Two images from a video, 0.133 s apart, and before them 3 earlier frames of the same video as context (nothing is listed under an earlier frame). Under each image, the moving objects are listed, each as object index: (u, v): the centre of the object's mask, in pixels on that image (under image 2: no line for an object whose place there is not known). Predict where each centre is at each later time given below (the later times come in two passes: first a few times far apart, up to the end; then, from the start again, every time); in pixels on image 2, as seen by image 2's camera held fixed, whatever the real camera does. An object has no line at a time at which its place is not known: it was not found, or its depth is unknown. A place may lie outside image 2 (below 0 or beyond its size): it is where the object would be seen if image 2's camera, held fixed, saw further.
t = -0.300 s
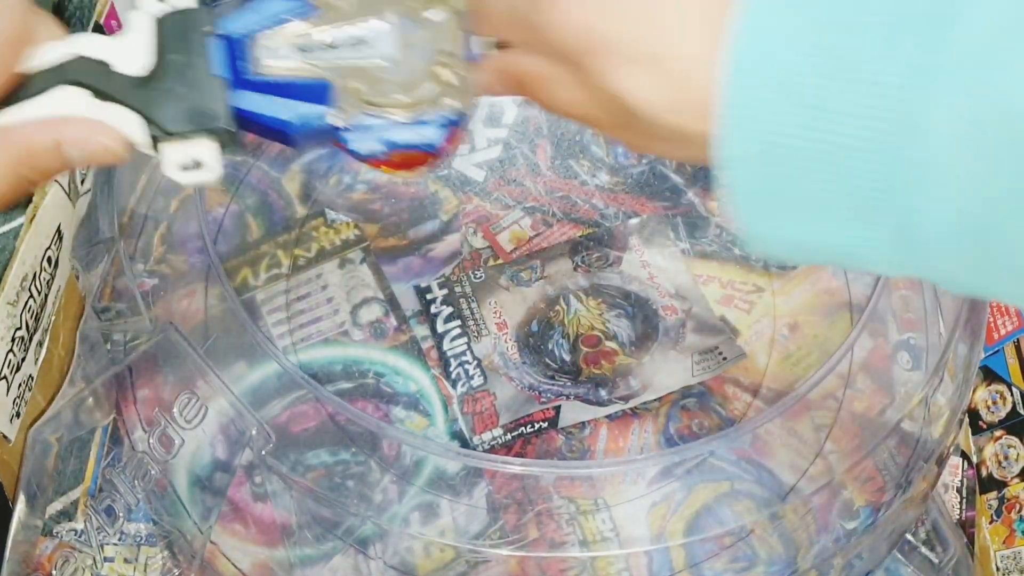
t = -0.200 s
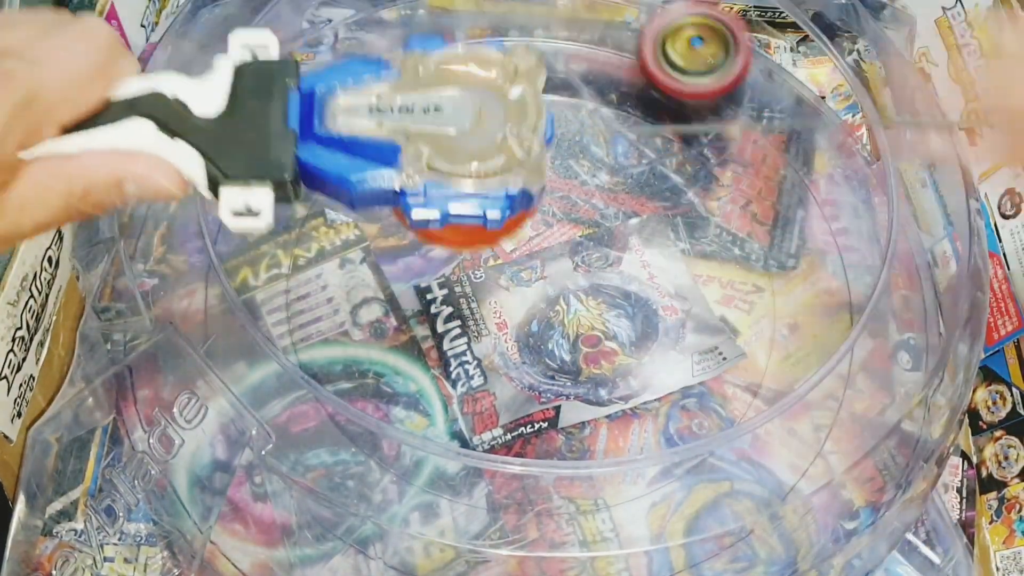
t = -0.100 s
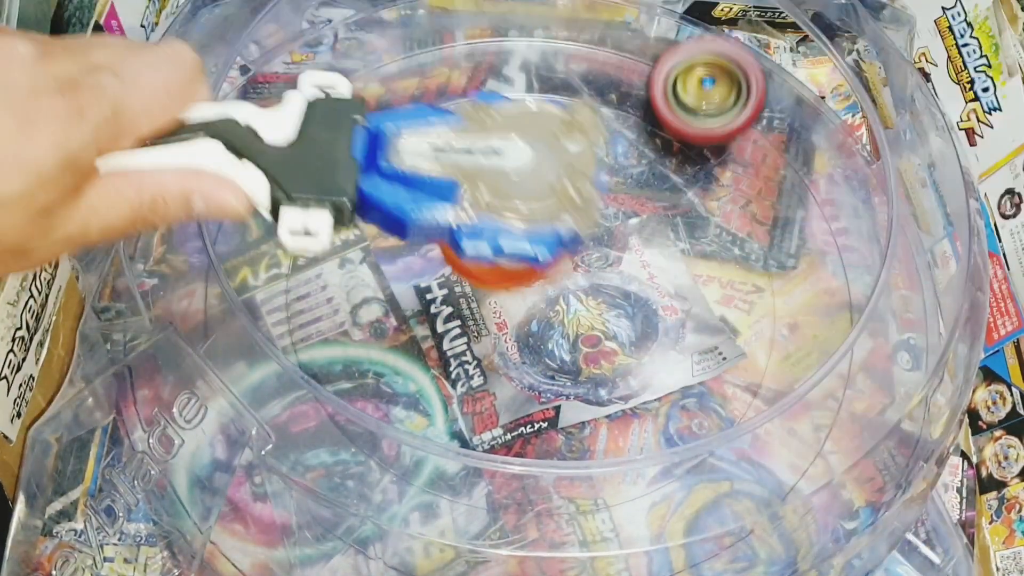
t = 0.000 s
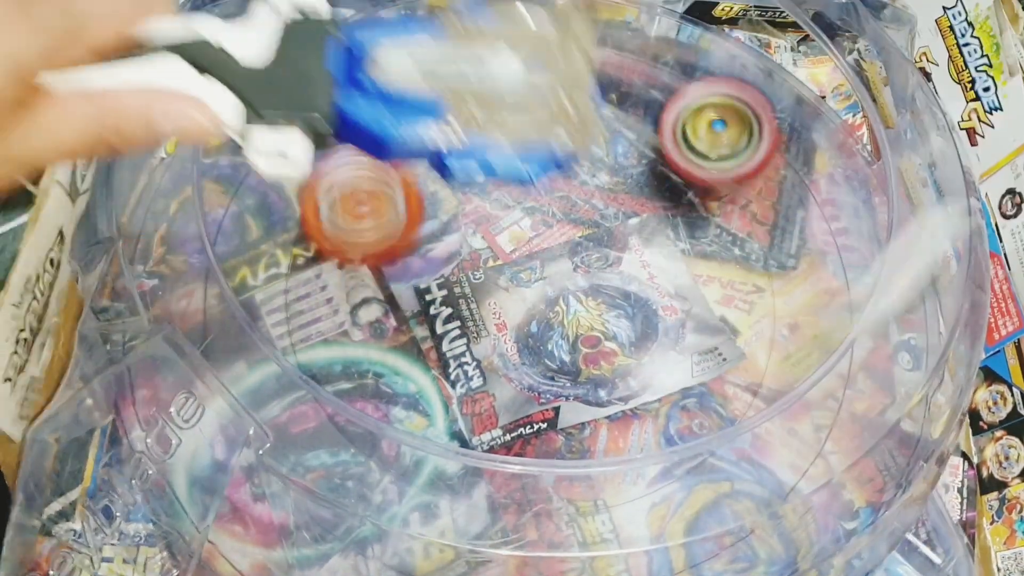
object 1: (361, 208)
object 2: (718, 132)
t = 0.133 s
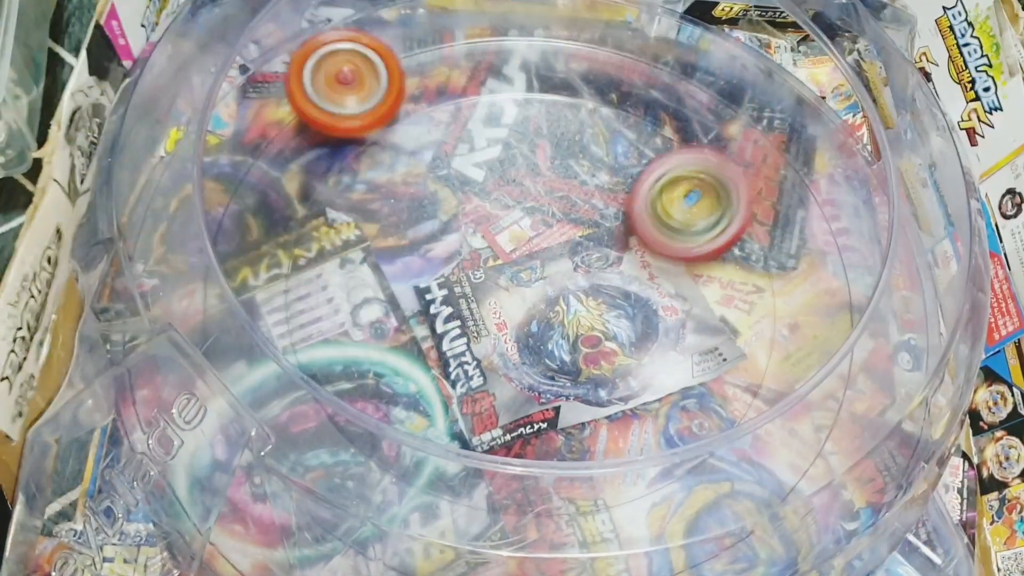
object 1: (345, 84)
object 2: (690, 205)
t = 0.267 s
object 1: (334, 35)
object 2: (582, 278)
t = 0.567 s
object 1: (333, 42)
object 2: (471, 362)
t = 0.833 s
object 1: (283, 87)
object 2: (696, 295)
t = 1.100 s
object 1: (219, 141)
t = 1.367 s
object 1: (183, 182)
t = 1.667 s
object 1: (186, 231)
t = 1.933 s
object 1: (174, 297)
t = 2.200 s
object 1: (191, 366)
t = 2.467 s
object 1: (244, 438)
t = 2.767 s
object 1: (319, 519)
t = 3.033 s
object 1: (404, 536)
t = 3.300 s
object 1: (490, 553)
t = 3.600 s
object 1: (577, 555)
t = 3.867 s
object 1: (652, 550)
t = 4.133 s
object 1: (712, 537)
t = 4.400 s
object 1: (775, 508)
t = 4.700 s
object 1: (851, 439)
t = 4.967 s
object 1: (892, 365)
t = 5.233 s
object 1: (897, 292)
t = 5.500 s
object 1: (884, 229)
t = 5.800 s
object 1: (839, 179)
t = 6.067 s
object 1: (802, 137)
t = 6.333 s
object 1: (740, 146)
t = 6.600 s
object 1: (664, 185)
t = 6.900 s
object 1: (658, 301)
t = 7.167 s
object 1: (549, 260)
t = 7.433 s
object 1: (611, 220)
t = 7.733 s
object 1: (712, 169)
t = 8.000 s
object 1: (767, 124)
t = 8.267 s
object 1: (724, 136)
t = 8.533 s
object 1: (663, 94)
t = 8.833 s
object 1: (576, 42)
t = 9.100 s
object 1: (501, 33)
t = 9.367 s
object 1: (422, 40)
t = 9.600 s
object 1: (352, 71)
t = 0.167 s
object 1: (342, 67)
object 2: (668, 225)
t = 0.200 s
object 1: (337, 45)
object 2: (642, 245)
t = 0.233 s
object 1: (335, 40)
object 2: (614, 260)
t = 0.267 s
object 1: (334, 35)
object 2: (582, 278)
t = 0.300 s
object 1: (338, 34)
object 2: (552, 291)
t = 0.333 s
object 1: (341, 34)
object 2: (522, 305)
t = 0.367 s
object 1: (343, 34)
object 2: (497, 314)
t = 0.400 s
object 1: (343, 34)
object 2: (477, 324)
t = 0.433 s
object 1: (343, 35)
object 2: (462, 334)
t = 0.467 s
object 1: (341, 36)
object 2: (454, 341)
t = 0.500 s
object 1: (340, 38)
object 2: (452, 350)
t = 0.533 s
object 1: (337, 40)
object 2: (458, 356)
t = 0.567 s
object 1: (333, 42)
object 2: (471, 362)
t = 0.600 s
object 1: (328, 46)
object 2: (490, 366)
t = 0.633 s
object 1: (322, 49)
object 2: (515, 368)
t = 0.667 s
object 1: (316, 54)
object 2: (544, 365)
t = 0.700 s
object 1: (310, 59)
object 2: (575, 357)
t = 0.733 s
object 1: (302, 66)
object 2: (605, 347)
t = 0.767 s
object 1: (295, 72)
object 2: (642, 335)
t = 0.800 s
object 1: (289, 79)
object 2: (672, 316)
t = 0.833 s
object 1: (283, 87)
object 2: (696, 295)
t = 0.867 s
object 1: (276, 94)
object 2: (715, 271)
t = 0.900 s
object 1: (270, 102)
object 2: (727, 248)
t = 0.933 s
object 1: (264, 109)
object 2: (733, 224)
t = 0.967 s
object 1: (250, 114)
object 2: (732, 205)
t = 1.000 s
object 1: (242, 121)
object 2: (726, 185)
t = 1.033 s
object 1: (235, 128)
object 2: (713, 170)
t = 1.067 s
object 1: (226, 135)
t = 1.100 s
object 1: (219, 141)
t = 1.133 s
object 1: (212, 148)
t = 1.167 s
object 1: (206, 153)
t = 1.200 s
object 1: (199, 158)
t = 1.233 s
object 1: (193, 163)
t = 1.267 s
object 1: (188, 168)
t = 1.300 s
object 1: (184, 172)
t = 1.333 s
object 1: (183, 177)
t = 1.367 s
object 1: (183, 182)
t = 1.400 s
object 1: (184, 186)
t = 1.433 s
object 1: (186, 191)
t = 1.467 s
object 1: (186, 196)
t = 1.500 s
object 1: (186, 201)
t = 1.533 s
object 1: (187, 207)
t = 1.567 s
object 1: (186, 213)
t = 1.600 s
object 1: (187, 219)
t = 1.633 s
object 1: (186, 225)
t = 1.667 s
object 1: (186, 231)
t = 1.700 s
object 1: (185, 237)
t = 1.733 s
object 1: (184, 245)
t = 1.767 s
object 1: (180, 256)
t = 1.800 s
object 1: (179, 264)
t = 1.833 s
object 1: (178, 271)
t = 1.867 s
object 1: (176, 280)
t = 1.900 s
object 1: (175, 289)
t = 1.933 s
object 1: (174, 297)
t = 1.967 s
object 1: (174, 306)
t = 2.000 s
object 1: (175, 315)
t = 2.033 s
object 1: (176, 324)
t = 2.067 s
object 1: (178, 330)
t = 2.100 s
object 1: (181, 338)
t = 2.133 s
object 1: (183, 345)
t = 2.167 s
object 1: (188, 352)
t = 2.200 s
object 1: (191, 366)
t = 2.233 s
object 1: (196, 374)
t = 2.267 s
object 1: (201, 382)
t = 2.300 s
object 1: (206, 389)
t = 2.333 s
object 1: (213, 400)
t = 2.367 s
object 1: (220, 408)
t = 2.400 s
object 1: (227, 417)
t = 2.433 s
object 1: (235, 426)
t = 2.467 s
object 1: (244, 438)
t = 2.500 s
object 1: (249, 450)
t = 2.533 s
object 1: (256, 461)
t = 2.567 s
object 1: (263, 471)
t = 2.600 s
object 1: (270, 486)
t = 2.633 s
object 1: (279, 495)
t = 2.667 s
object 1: (288, 502)
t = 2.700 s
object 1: (298, 509)
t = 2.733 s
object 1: (307, 514)
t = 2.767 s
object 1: (319, 519)
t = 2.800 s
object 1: (330, 524)
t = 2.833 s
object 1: (340, 527)
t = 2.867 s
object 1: (350, 531)
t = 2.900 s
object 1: (361, 534)
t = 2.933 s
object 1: (372, 534)
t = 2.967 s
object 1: (381, 534)
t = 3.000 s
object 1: (392, 535)
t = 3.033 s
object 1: (404, 536)
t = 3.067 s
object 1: (414, 537)
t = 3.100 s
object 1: (424, 539)
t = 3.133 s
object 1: (437, 541)
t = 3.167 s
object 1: (447, 544)
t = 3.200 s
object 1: (457, 547)
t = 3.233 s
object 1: (470, 549)
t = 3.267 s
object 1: (480, 551)
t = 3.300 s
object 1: (490, 553)
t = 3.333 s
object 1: (500, 554)
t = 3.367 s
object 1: (509, 557)
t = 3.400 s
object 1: (523, 558)
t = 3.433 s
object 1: (530, 558)
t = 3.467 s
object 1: (539, 557)
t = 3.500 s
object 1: (551, 557)
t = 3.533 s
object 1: (559, 556)
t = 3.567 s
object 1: (568, 556)
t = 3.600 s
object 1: (577, 555)
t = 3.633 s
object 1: (587, 555)
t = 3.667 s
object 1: (595, 554)
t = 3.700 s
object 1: (606, 554)
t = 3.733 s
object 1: (618, 554)
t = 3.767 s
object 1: (626, 554)
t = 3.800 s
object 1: (636, 553)
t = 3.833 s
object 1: (643, 551)
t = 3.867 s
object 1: (652, 550)
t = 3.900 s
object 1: (661, 550)
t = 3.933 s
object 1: (670, 548)
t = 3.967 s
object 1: (678, 547)
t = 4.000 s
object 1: (686, 545)
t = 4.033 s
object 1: (692, 544)
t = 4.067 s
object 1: (699, 542)
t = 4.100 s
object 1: (706, 540)
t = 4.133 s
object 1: (712, 537)
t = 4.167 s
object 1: (719, 534)
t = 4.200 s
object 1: (726, 531)
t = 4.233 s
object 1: (733, 530)
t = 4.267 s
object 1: (741, 526)
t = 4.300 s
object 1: (748, 523)
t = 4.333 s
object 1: (758, 519)
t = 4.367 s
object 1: (766, 514)
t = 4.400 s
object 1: (775, 508)
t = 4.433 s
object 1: (784, 502)
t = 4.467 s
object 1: (795, 494)
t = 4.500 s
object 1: (804, 487)
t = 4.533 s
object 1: (812, 479)
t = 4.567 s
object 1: (822, 470)
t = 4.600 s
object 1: (829, 462)
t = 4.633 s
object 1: (837, 454)
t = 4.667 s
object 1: (844, 447)
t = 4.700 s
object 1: (851, 439)
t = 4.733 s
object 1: (858, 432)
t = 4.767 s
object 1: (864, 424)
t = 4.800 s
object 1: (869, 415)
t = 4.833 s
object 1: (873, 403)
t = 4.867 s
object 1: (882, 395)
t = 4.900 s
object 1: (888, 386)
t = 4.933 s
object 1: (892, 376)
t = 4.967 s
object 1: (892, 365)
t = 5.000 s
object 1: (896, 355)
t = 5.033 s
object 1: (906, 349)
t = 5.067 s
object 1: (904, 339)
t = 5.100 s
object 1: (897, 327)
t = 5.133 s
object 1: (896, 317)
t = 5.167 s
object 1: (897, 310)
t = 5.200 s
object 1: (896, 301)
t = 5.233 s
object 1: (897, 292)
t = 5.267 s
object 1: (896, 283)
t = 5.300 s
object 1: (895, 277)
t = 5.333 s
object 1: (894, 268)
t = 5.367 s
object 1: (893, 260)
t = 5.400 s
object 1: (898, 250)
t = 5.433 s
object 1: (891, 244)
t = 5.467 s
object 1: (888, 237)
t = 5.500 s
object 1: (884, 229)
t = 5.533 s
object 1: (881, 222)
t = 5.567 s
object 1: (879, 215)
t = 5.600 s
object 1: (877, 207)
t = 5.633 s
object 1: (873, 201)
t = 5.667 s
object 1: (869, 195)
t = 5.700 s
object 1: (862, 191)
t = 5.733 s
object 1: (857, 188)
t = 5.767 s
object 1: (842, 184)
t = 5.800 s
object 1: (839, 179)
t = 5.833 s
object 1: (835, 175)
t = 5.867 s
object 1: (830, 170)
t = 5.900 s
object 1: (826, 165)
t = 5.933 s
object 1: (822, 159)
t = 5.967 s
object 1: (818, 153)
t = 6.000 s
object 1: (813, 147)
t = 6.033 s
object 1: (807, 142)
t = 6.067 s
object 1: (802, 137)
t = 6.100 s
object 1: (796, 136)
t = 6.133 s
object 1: (785, 143)
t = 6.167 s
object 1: (776, 146)
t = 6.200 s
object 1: (768, 148)
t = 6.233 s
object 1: (760, 149)
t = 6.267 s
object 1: (753, 149)
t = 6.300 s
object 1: (747, 147)
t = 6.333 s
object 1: (740, 146)
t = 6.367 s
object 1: (733, 145)
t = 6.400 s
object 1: (727, 143)
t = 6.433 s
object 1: (719, 142)
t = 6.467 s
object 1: (712, 141)
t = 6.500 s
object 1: (703, 146)
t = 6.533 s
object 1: (691, 157)
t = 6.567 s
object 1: (677, 170)
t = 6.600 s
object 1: (664, 185)
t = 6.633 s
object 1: (649, 202)
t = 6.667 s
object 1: (657, 209)
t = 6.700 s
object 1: (683, 211)
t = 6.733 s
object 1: (700, 219)
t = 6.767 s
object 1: (709, 231)
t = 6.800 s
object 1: (707, 248)
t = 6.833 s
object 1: (698, 266)
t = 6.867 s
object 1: (681, 285)
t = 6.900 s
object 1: (658, 301)
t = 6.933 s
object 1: (627, 317)
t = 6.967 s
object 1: (596, 327)
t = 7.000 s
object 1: (588, 322)
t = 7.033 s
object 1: (582, 310)
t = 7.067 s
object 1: (573, 298)
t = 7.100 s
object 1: (563, 286)
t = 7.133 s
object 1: (554, 274)
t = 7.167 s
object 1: (549, 260)
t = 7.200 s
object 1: (547, 247)
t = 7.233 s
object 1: (549, 234)
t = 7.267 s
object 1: (554, 226)
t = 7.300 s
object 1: (563, 219)
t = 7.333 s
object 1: (574, 216)
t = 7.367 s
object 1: (586, 218)
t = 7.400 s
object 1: (599, 222)
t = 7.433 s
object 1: (611, 220)
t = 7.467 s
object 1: (620, 222)
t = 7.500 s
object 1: (625, 229)
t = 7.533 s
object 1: (628, 234)
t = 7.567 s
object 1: (633, 235)
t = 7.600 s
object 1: (632, 239)
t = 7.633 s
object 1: (628, 245)
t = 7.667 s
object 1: (657, 216)
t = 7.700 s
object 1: (685, 191)
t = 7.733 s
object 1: (712, 169)
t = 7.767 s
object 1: (727, 154)
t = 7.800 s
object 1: (738, 145)
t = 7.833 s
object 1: (749, 136)
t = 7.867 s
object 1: (760, 126)
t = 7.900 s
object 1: (768, 117)
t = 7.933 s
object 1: (771, 113)
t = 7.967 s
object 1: (771, 115)
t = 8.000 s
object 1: (767, 124)
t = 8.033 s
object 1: (761, 133)
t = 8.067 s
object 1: (754, 138)
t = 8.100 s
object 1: (749, 141)
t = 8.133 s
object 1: (744, 142)
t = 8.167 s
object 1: (739, 142)
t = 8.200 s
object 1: (734, 141)
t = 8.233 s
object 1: (730, 139)
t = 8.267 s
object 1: (724, 136)
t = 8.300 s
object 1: (717, 132)
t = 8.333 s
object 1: (711, 128)
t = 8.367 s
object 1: (703, 123)
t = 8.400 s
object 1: (697, 118)
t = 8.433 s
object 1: (690, 112)
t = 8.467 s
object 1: (681, 106)
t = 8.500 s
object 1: (673, 100)
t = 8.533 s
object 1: (663, 94)
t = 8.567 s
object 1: (654, 88)
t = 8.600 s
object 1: (645, 82)
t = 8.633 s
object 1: (637, 76)
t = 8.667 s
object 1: (627, 70)
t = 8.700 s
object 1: (618, 63)
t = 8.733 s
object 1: (607, 56)
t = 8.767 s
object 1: (596, 51)
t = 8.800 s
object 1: (586, 47)
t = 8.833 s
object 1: (576, 42)
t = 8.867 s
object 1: (566, 37)
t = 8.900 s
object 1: (556, 34)
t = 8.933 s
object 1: (545, 31)
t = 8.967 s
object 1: (535, 29)
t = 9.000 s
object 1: (525, 30)
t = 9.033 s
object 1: (517, 31)
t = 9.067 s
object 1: (509, 32)
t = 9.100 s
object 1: (501, 33)
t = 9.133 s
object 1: (492, 33)
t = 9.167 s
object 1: (482, 34)
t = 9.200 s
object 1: (472, 34)
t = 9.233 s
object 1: (462, 35)
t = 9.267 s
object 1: (452, 36)
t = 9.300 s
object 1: (442, 37)
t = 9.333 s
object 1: (432, 37)
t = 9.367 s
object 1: (422, 40)
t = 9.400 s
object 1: (412, 43)
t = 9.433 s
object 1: (403, 48)
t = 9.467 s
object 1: (392, 53)
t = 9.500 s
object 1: (383, 57)
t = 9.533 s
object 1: (373, 62)
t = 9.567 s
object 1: (362, 67)
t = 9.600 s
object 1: (352, 71)
